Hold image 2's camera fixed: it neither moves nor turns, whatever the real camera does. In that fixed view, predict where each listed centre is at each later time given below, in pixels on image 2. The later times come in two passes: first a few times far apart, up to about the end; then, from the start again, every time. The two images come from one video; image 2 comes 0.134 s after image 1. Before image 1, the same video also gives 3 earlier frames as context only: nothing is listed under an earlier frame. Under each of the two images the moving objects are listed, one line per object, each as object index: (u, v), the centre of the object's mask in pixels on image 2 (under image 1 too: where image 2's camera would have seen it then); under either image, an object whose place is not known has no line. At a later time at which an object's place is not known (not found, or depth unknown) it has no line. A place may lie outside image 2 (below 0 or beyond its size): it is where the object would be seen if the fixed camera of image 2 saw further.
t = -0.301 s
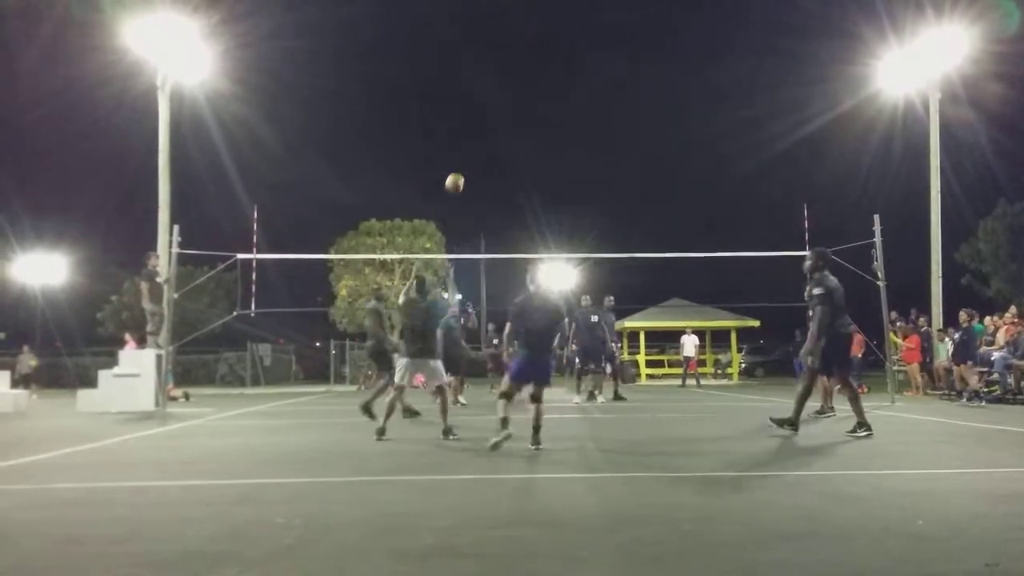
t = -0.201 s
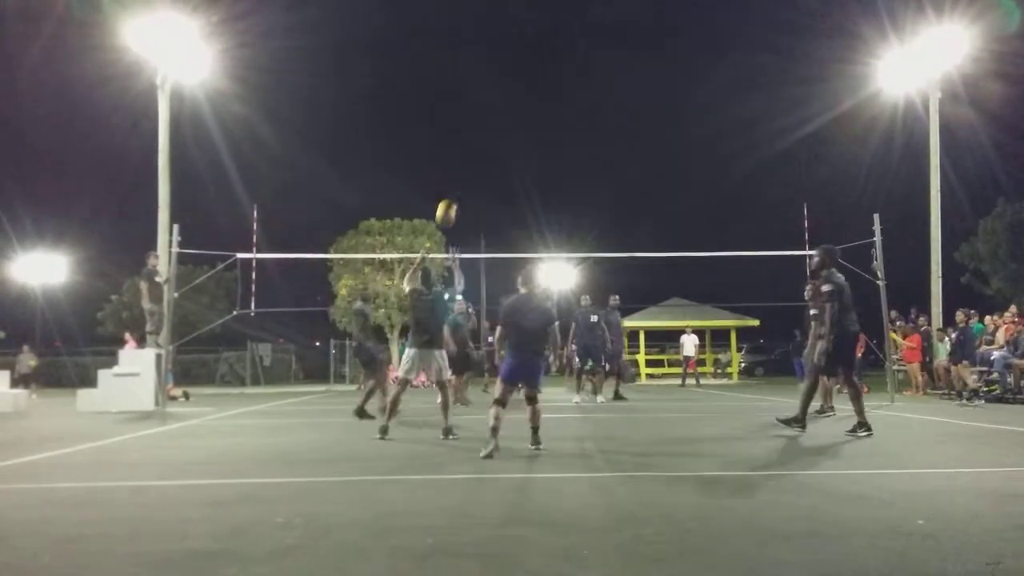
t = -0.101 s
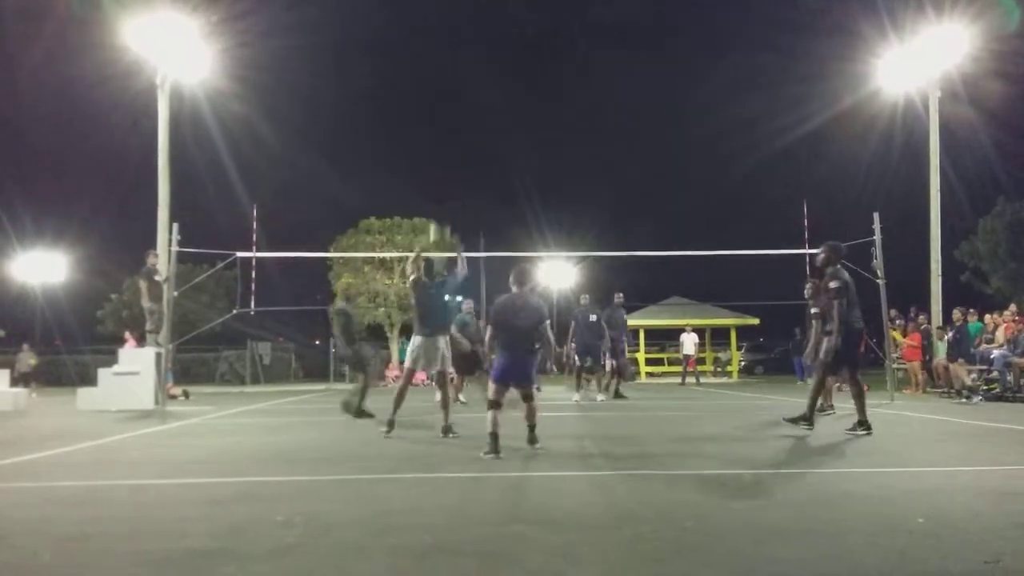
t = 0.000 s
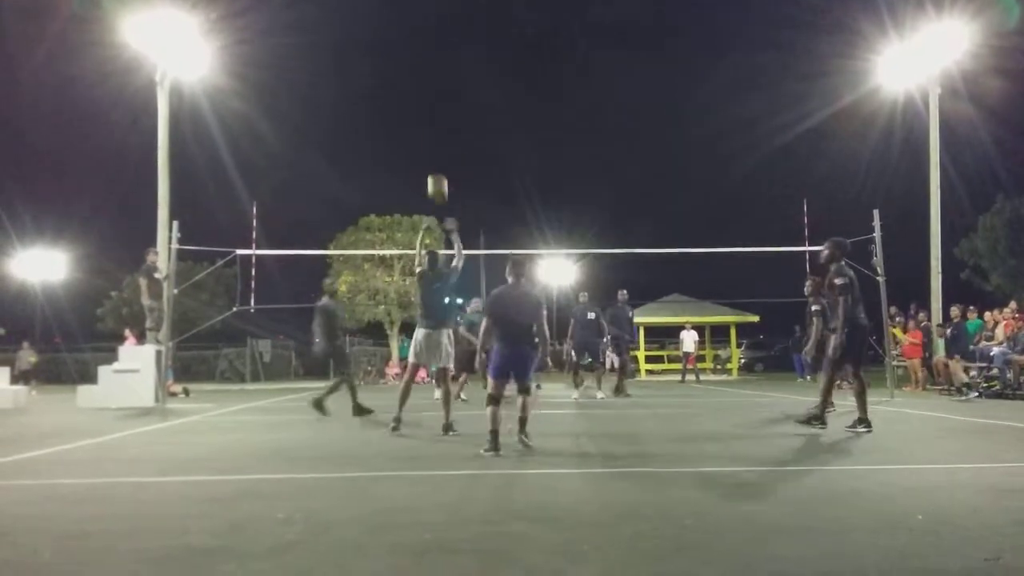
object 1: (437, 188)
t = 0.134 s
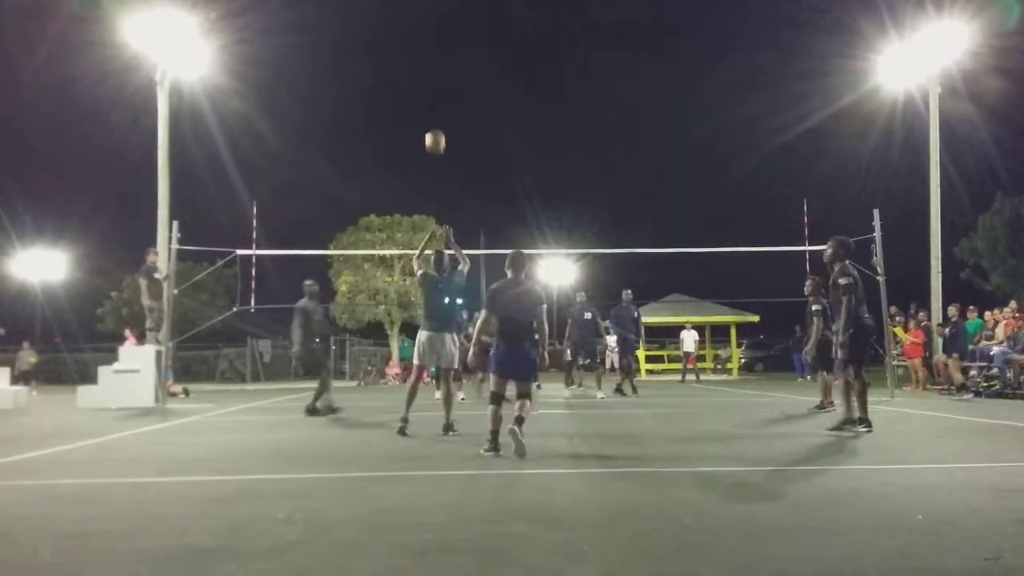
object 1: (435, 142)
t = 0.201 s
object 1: (434, 127)
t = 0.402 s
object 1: (434, 106)
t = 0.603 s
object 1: (435, 117)
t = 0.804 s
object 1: (436, 155)
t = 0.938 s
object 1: (438, 192)
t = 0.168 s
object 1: (434, 134)
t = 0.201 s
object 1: (434, 127)
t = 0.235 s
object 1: (434, 121)
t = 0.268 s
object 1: (434, 116)
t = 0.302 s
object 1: (434, 112)
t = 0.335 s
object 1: (434, 109)
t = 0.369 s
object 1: (434, 107)
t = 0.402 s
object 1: (434, 106)
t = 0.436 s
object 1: (434, 105)
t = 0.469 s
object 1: (434, 107)
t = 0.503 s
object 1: (434, 108)
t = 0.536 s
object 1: (434, 110)
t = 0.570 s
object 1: (435, 113)
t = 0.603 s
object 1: (435, 117)
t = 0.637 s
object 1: (435, 122)
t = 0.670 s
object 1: (435, 127)
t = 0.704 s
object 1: (435, 133)
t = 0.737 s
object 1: (435, 140)
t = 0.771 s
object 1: (436, 147)
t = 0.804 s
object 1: (436, 155)
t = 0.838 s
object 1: (437, 163)
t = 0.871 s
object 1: (437, 173)
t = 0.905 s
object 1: (438, 182)
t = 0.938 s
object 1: (438, 192)
